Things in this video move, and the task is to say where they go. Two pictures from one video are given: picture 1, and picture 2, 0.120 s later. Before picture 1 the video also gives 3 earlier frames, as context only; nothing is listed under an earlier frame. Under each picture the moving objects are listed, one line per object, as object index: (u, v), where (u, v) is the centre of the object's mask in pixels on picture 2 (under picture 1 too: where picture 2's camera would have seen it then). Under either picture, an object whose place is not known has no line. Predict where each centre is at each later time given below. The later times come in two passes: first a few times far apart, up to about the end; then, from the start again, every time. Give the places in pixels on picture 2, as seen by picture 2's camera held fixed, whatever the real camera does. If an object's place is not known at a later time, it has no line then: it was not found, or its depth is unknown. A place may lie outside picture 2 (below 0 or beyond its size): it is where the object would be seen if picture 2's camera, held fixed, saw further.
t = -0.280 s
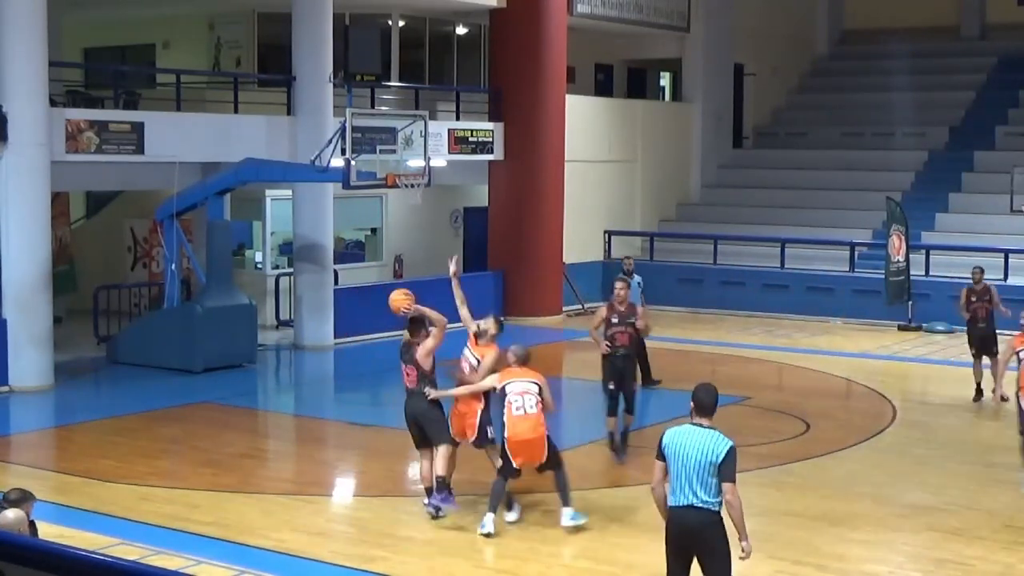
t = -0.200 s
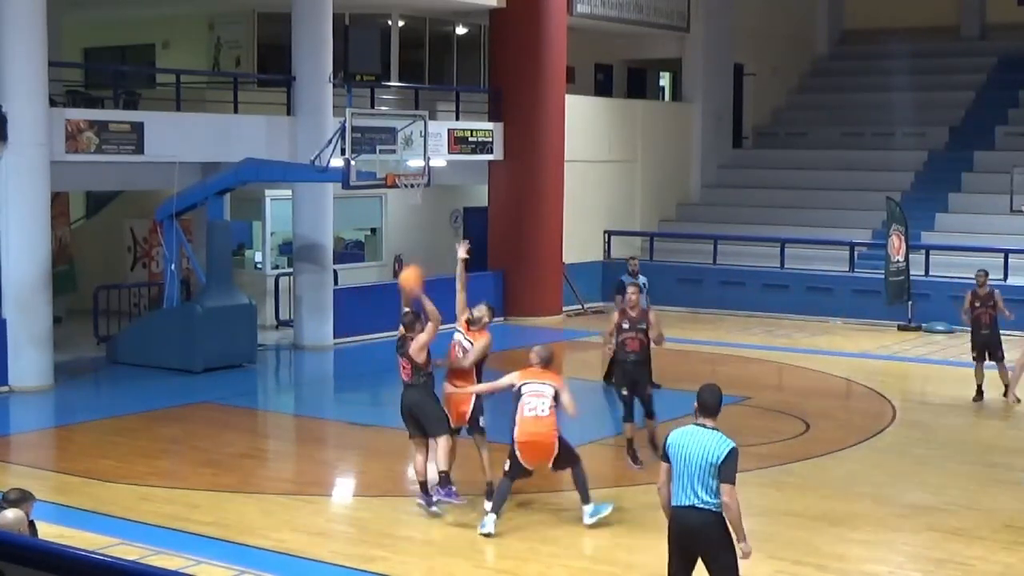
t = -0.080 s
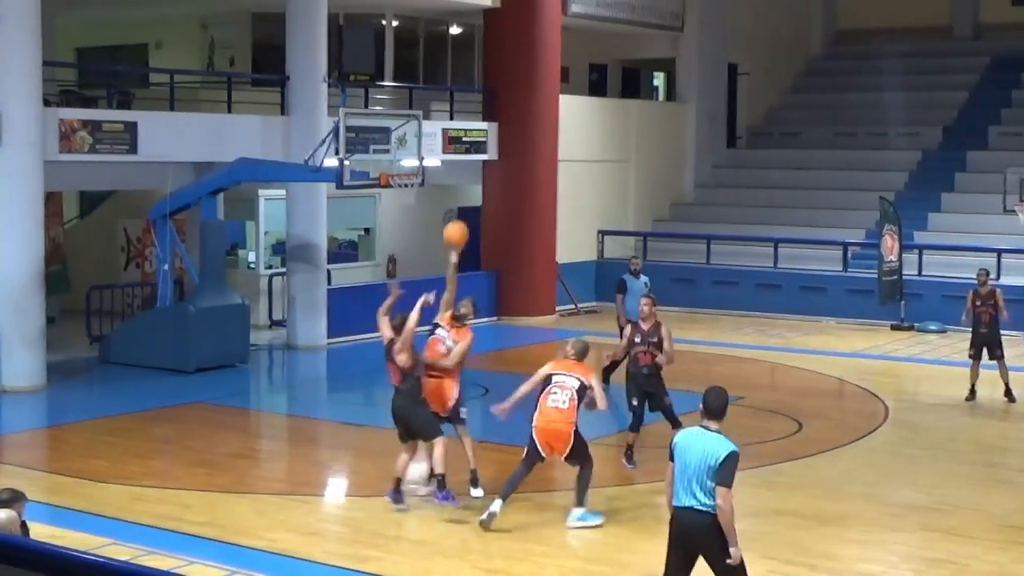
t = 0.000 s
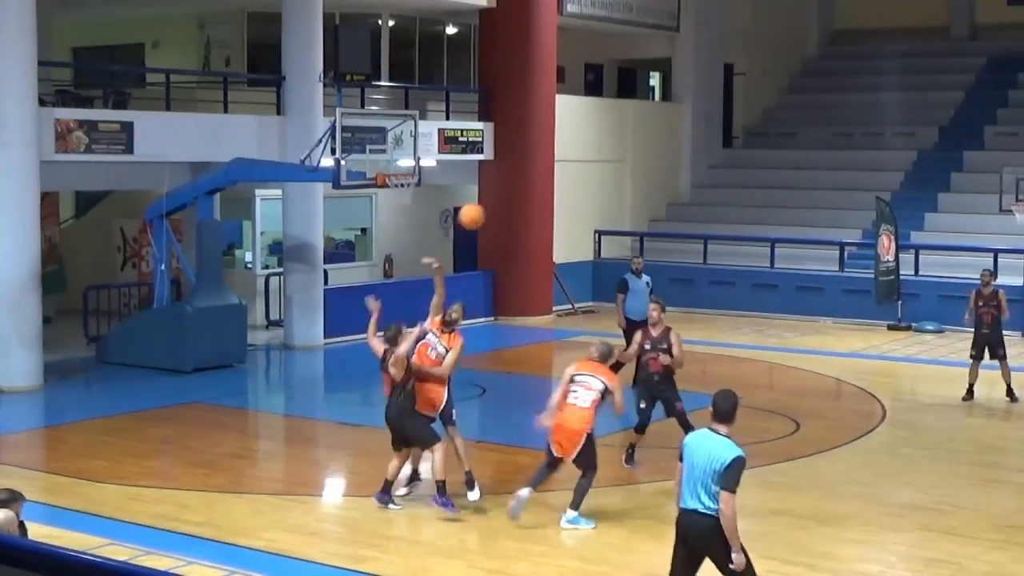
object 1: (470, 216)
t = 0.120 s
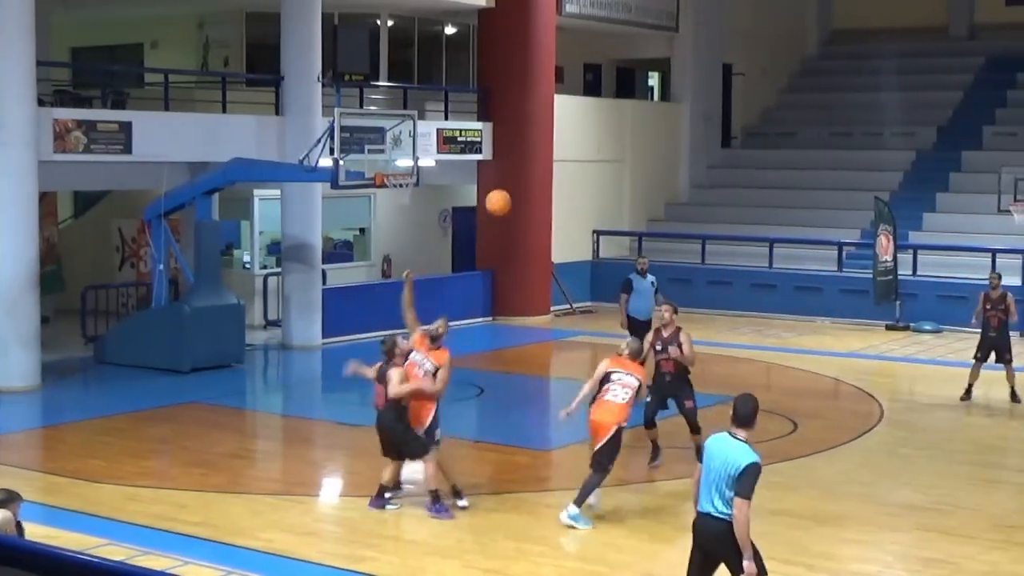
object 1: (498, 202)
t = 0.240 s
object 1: (525, 203)
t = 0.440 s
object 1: (569, 239)
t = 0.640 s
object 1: (608, 311)
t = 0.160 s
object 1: (507, 201)
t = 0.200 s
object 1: (516, 201)
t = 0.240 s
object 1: (525, 203)
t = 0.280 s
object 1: (534, 207)
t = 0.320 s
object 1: (542, 212)
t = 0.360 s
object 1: (550, 219)
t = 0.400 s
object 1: (560, 228)
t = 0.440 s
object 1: (569, 239)
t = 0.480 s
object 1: (577, 250)
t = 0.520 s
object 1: (585, 264)
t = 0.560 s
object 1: (593, 278)
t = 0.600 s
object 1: (601, 294)
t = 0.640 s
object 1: (608, 311)
